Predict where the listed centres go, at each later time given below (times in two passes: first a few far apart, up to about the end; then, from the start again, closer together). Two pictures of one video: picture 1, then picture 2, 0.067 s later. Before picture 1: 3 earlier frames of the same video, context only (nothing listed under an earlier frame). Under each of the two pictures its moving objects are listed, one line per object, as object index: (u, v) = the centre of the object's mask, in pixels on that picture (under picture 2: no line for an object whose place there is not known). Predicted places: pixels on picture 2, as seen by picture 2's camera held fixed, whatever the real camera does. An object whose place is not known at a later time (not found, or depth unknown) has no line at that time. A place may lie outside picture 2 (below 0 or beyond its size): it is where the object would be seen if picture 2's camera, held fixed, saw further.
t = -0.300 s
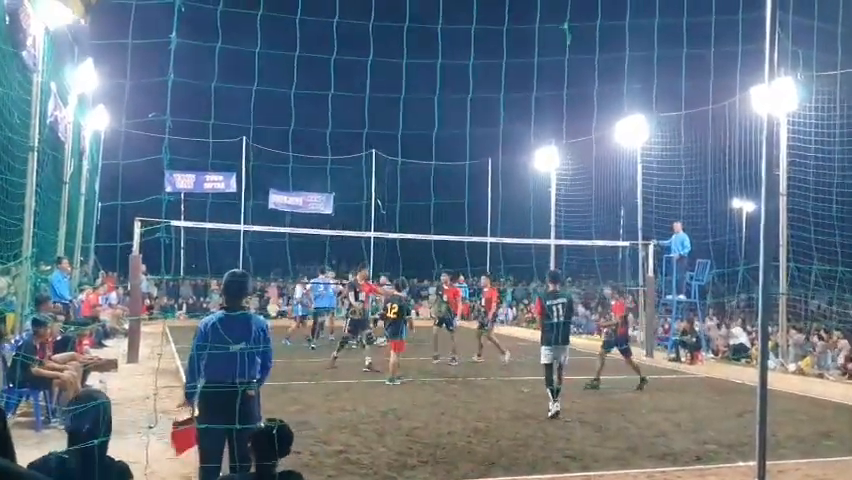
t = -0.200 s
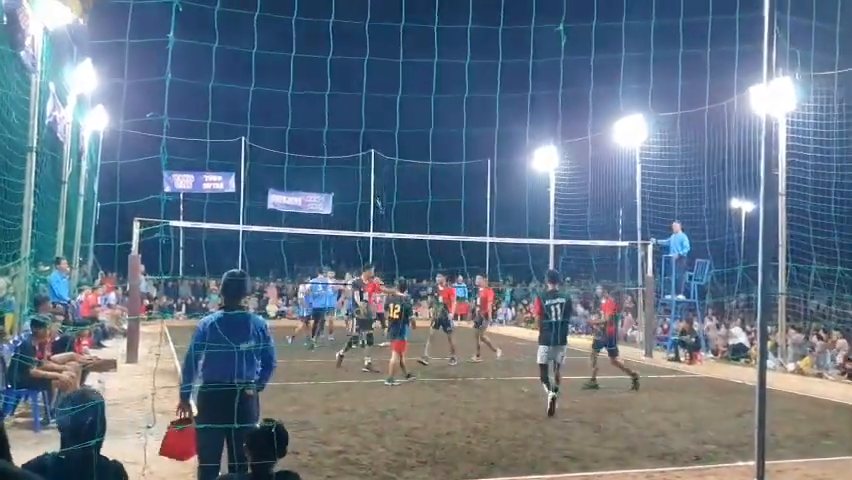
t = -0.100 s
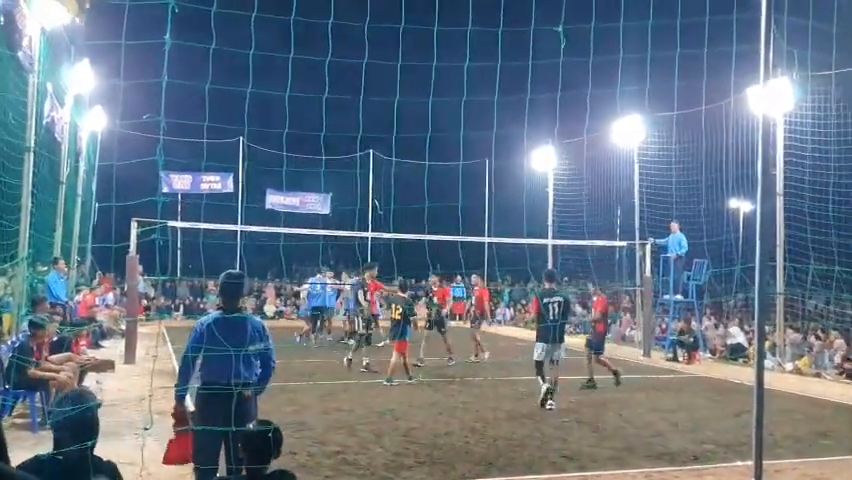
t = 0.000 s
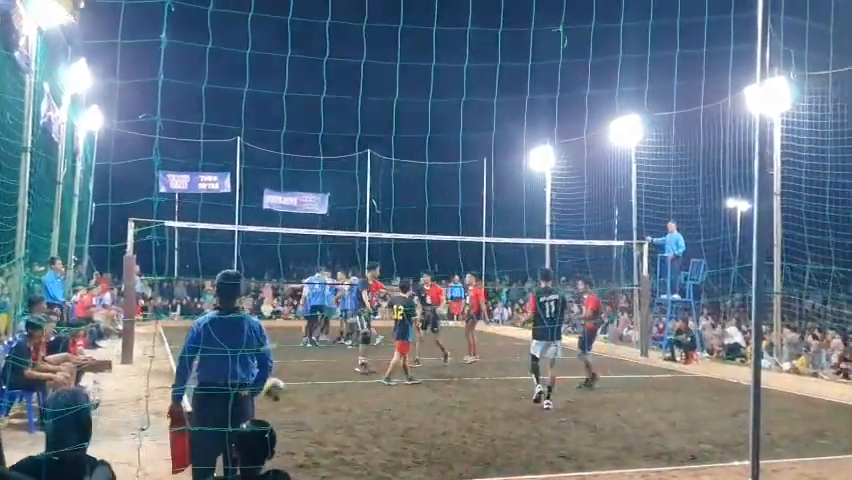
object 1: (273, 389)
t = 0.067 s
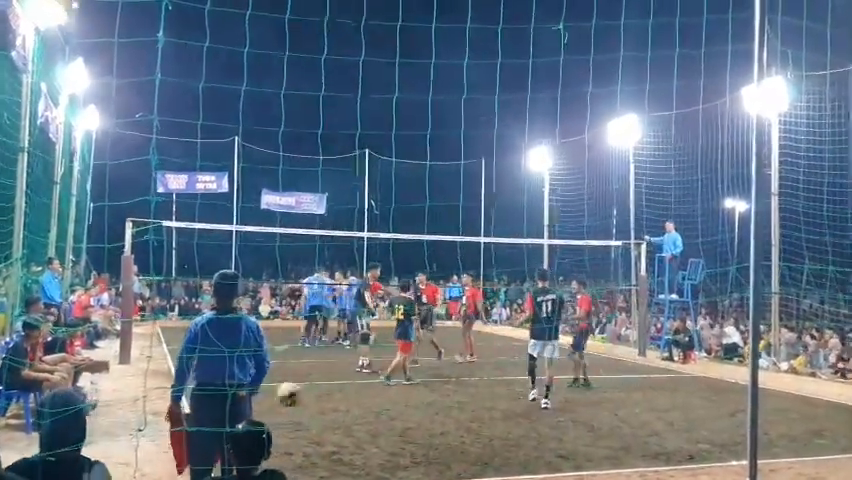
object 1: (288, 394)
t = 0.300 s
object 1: (348, 440)
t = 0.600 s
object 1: (420, 397)
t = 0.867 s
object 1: (475, 417)
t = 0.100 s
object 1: (299, 397)
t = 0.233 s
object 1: (332, 424)
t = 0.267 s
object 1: (339, 433)
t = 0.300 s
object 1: (348, 440)
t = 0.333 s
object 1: (357, 430)
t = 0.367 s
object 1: (365, 421)
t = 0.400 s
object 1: (373, 414)
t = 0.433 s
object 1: (382, 408)
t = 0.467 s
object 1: (390, 404)
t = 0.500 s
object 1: (397, 400)
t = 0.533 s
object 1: (405, 398)
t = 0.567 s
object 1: (413, 397)
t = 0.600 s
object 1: (420, 397)
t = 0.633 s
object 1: (427, 397)
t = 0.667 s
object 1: (434, 400)
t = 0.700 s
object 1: (441, 403)
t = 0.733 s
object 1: (448, 407)
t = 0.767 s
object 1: (455, 412)
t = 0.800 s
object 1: (462, 419)
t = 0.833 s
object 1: (468, 424)
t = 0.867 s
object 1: (475, 417)
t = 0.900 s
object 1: (483, 411)
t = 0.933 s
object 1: (489, 409)
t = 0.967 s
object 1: (496, 406)
